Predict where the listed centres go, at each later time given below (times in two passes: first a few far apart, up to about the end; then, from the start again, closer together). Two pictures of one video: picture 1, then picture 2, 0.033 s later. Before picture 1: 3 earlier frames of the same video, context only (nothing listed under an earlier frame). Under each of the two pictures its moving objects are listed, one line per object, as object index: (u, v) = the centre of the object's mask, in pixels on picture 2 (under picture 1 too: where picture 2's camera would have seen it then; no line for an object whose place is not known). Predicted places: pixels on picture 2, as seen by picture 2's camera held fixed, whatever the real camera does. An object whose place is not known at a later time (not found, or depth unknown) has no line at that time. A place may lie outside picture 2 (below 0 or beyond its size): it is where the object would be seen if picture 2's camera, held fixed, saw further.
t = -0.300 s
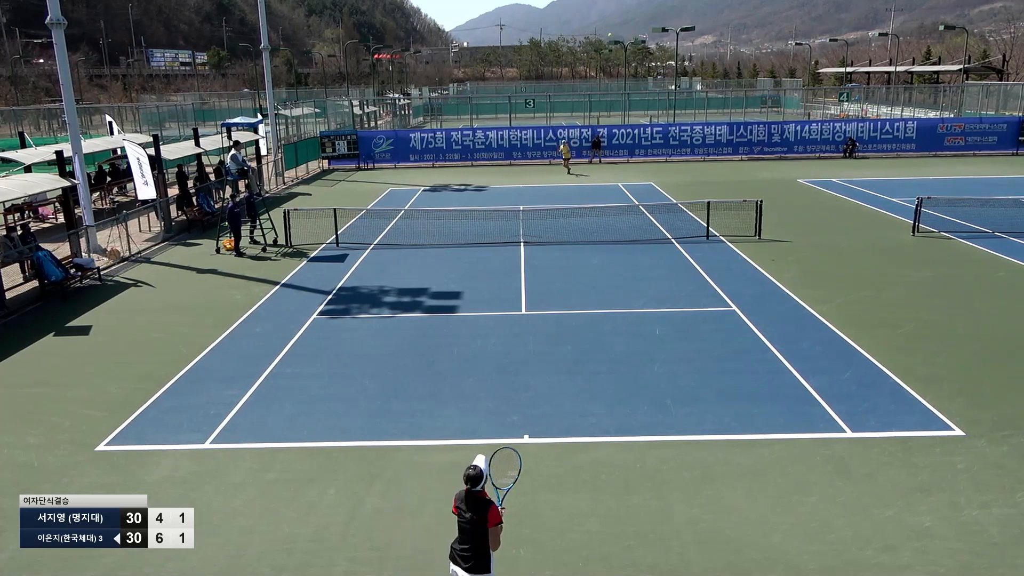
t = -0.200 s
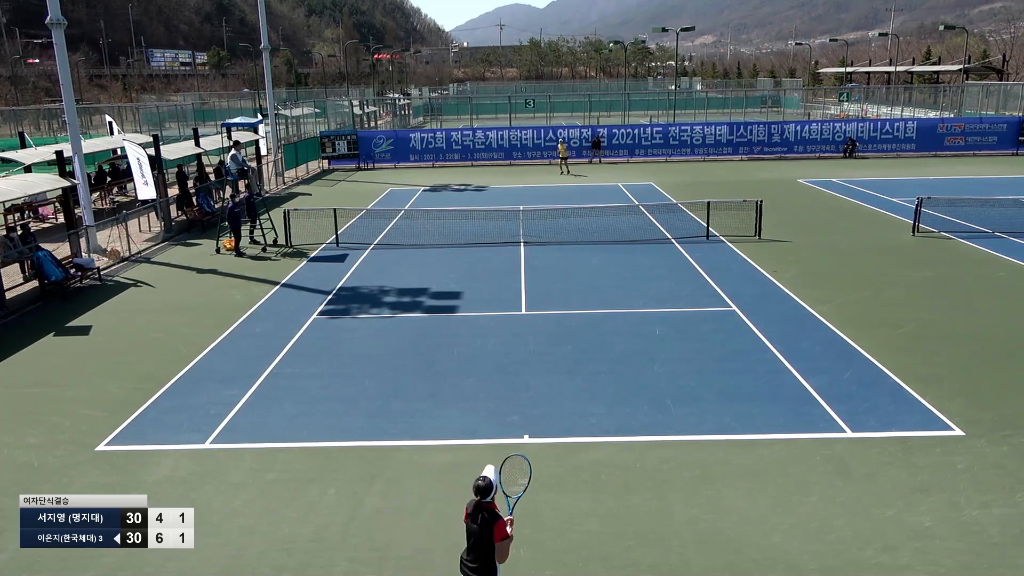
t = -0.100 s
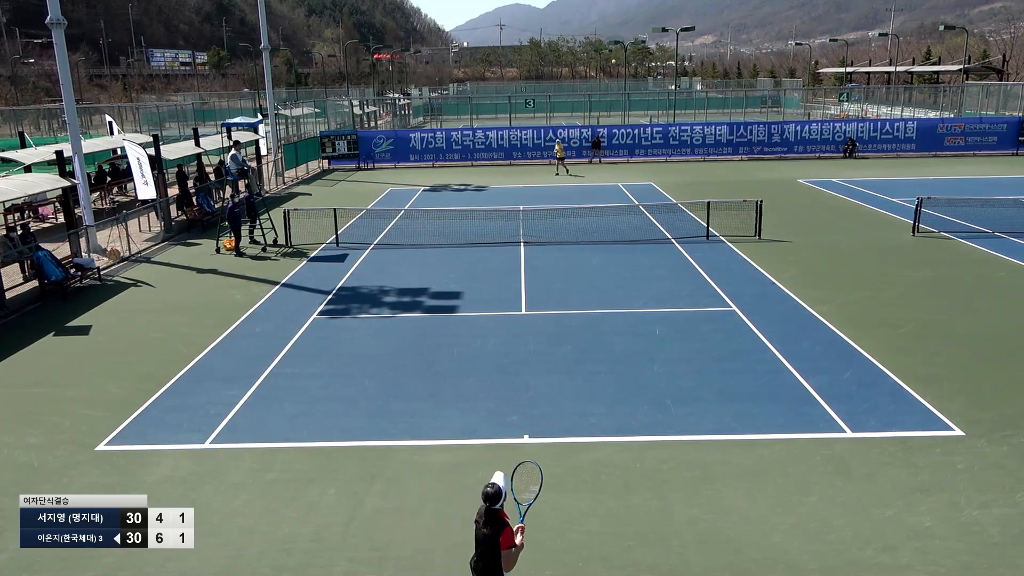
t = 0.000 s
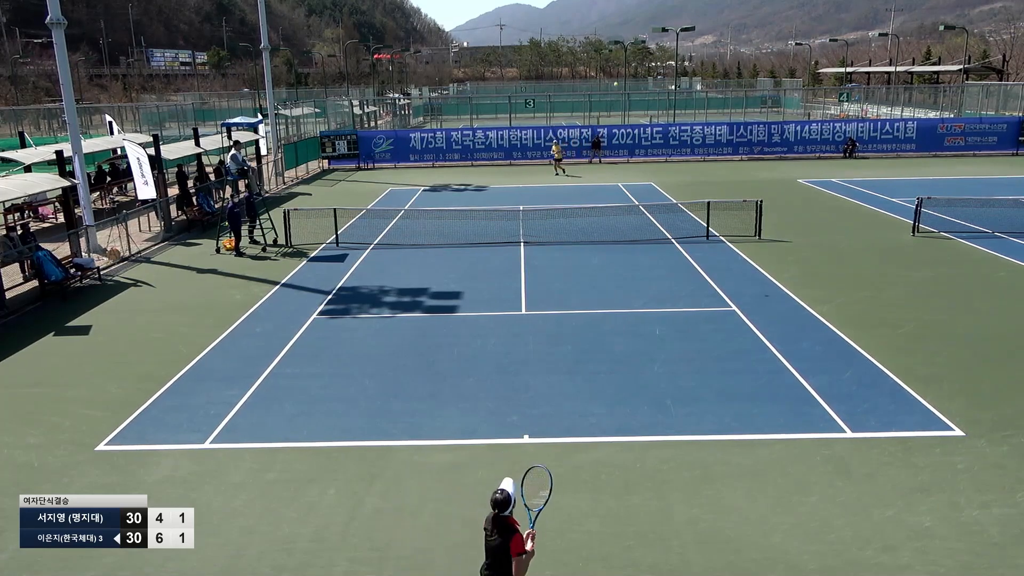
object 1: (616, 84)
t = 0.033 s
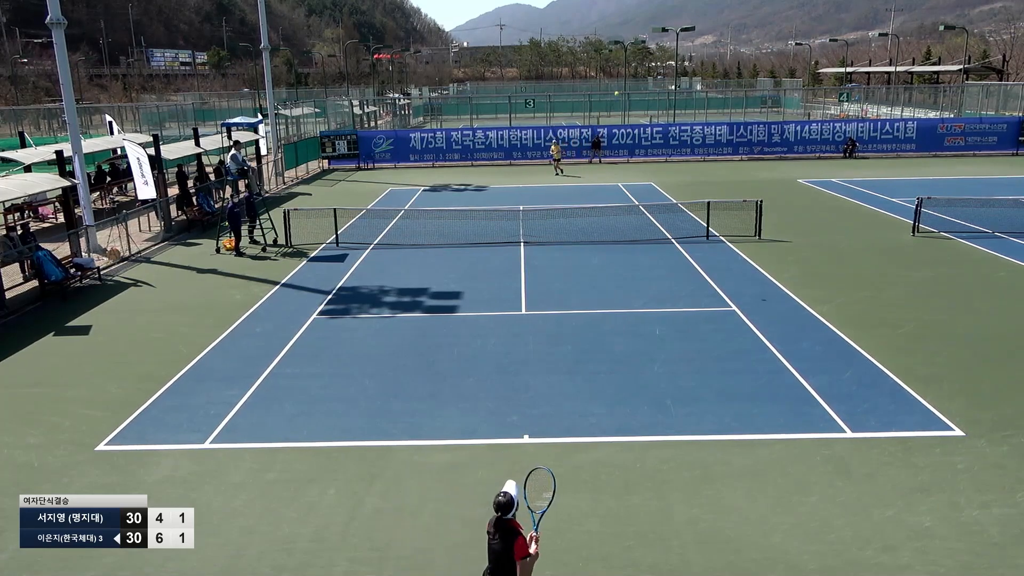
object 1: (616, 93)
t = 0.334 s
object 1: (624, 221)
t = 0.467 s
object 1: (628, 309)
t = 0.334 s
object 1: (624, 221)
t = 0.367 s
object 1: (625, 241)
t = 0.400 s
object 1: (626, 263)
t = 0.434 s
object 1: (626, 285)
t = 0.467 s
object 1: (628, 309)
